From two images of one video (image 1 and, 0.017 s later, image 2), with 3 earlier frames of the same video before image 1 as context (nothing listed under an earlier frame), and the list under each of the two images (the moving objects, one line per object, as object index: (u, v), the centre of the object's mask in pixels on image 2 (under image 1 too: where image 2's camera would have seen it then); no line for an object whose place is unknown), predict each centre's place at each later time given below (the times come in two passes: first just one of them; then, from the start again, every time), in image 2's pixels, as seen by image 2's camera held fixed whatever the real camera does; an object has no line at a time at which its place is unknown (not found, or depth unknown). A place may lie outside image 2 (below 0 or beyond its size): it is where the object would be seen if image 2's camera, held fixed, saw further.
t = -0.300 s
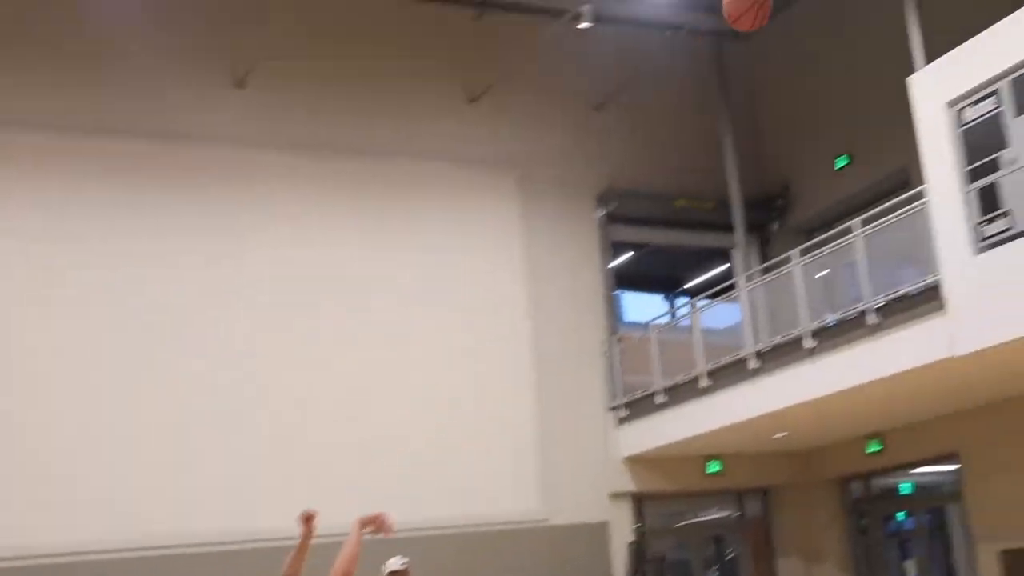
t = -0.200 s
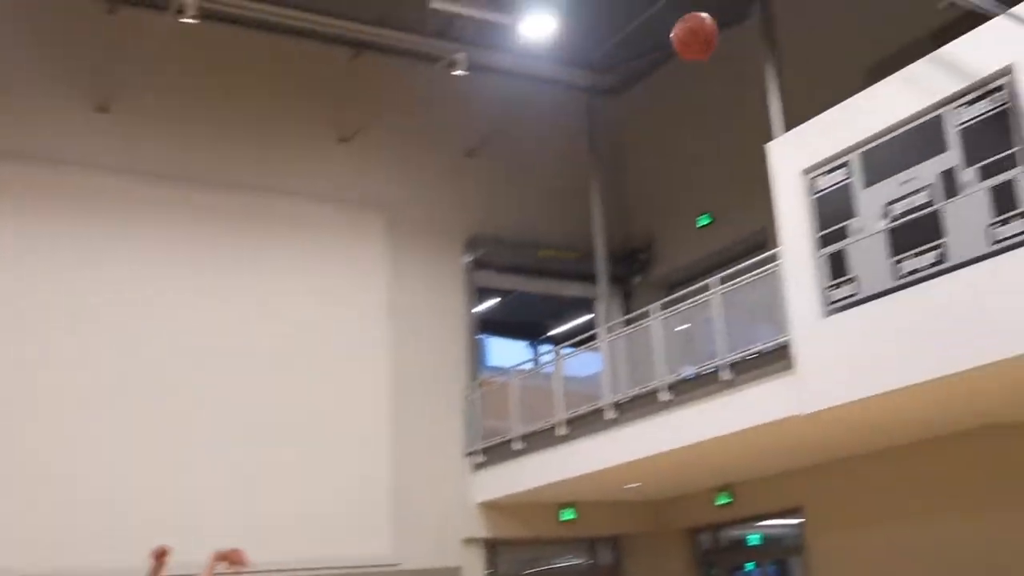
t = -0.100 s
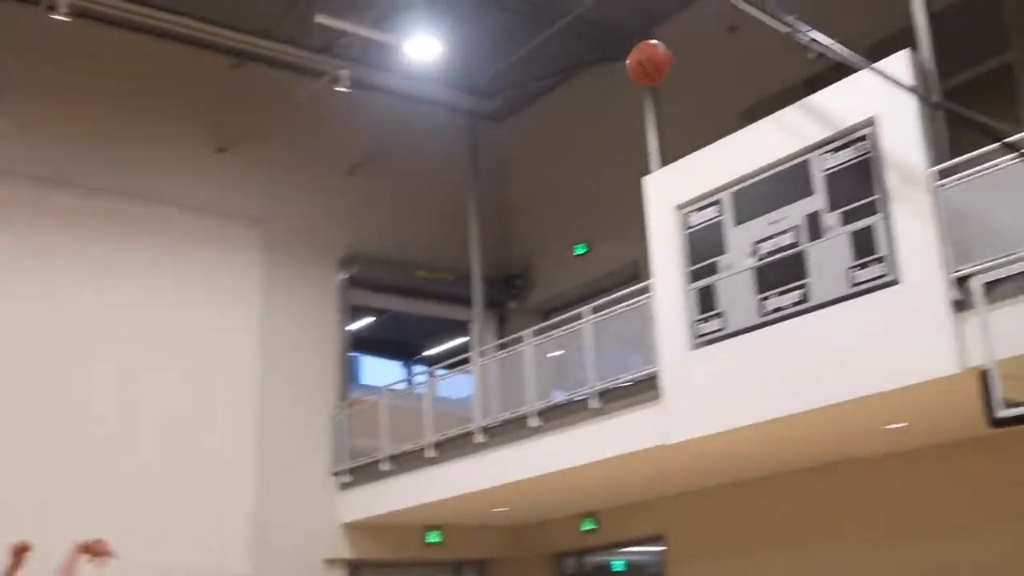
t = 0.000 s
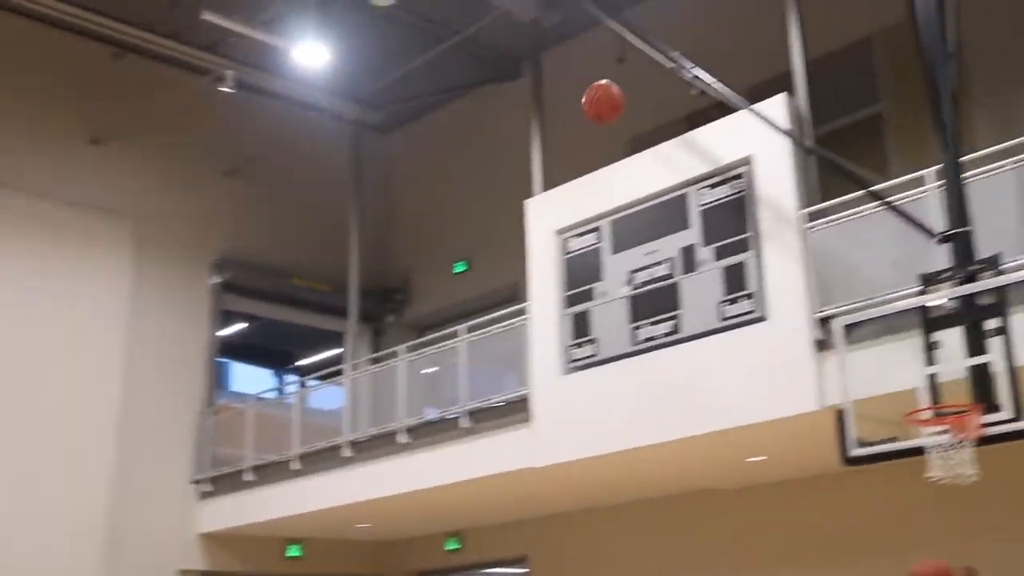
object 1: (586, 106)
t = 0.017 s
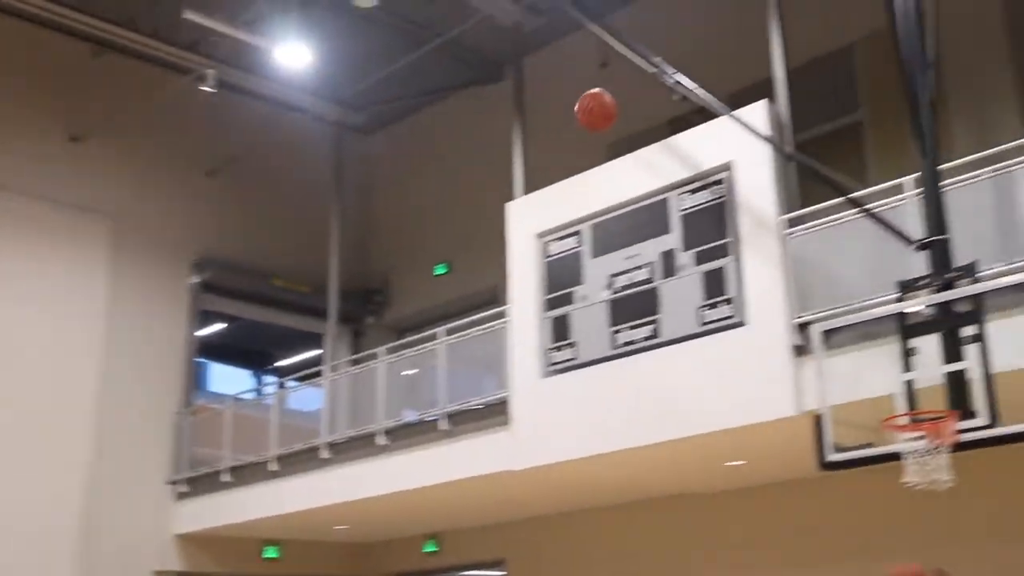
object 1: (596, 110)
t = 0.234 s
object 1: (723, 193)
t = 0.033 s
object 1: (605, 114)
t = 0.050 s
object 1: (615, 119)
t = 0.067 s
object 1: (624, 124)
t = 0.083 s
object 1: (635, 129)
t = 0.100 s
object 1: (643, 134)
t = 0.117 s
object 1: (653, 140)
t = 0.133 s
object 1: (664, 147)
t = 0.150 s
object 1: (674, 155)
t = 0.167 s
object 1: (684, 162)
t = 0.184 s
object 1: (693, 169)
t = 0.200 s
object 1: (704, 176)
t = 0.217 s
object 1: (714, 185)
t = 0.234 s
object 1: (723, 193)
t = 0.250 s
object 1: (732, 202)
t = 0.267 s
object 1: (741, 210)
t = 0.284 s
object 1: (751, 219)
